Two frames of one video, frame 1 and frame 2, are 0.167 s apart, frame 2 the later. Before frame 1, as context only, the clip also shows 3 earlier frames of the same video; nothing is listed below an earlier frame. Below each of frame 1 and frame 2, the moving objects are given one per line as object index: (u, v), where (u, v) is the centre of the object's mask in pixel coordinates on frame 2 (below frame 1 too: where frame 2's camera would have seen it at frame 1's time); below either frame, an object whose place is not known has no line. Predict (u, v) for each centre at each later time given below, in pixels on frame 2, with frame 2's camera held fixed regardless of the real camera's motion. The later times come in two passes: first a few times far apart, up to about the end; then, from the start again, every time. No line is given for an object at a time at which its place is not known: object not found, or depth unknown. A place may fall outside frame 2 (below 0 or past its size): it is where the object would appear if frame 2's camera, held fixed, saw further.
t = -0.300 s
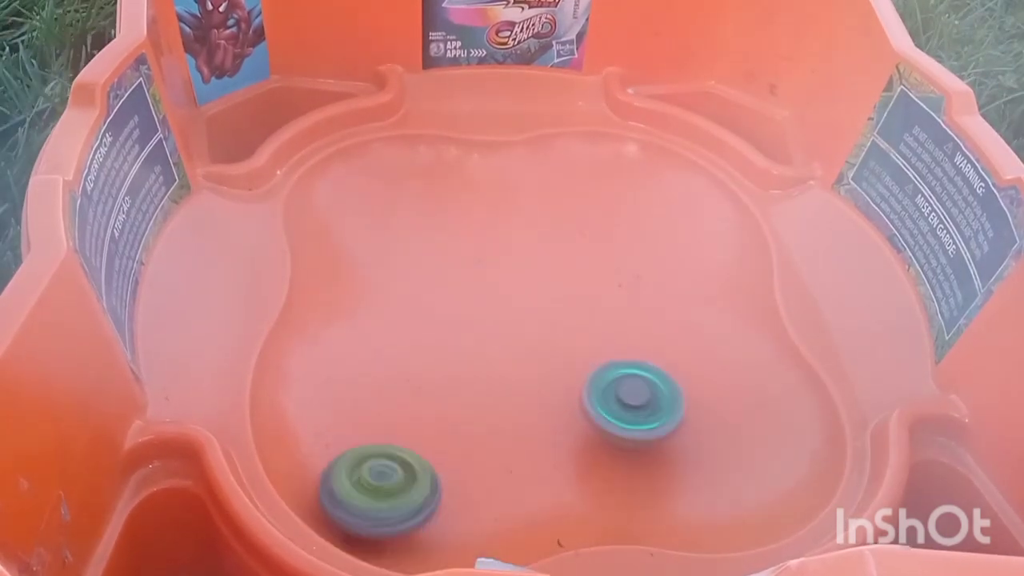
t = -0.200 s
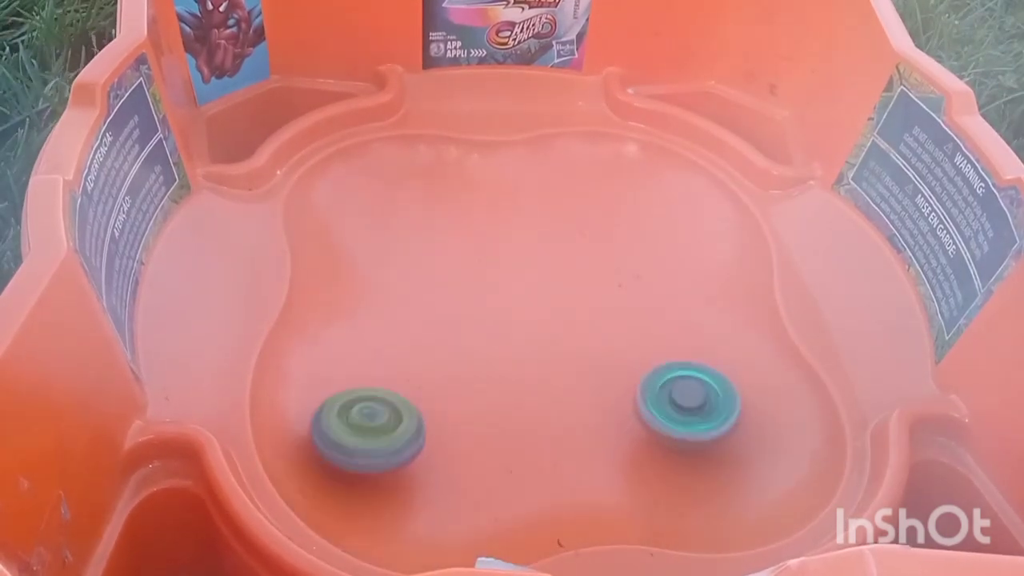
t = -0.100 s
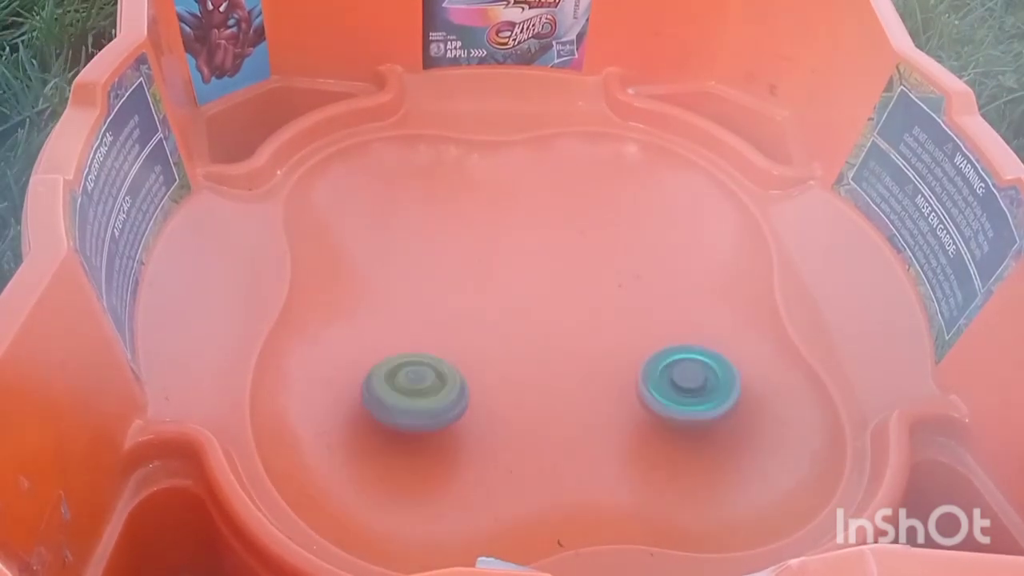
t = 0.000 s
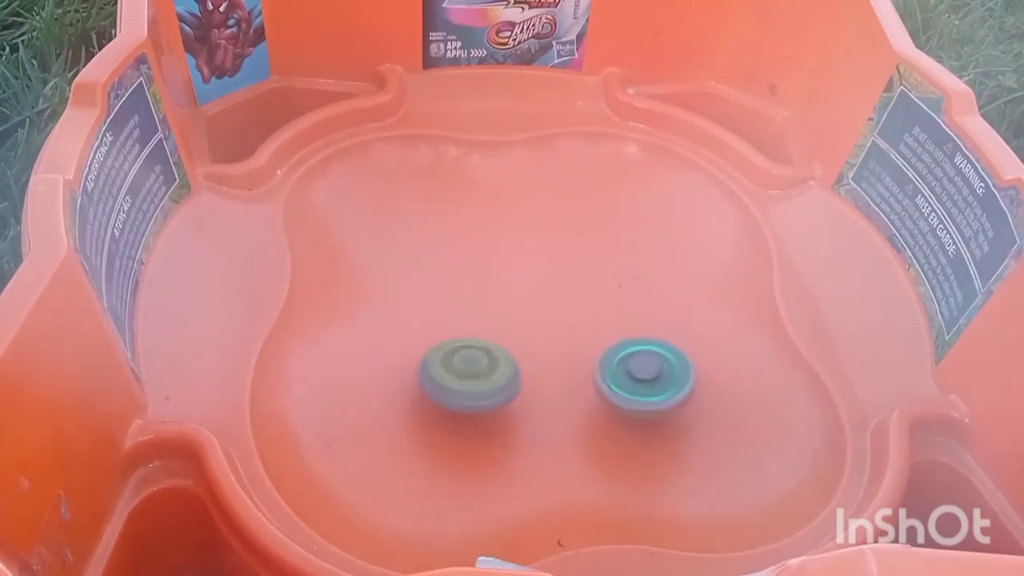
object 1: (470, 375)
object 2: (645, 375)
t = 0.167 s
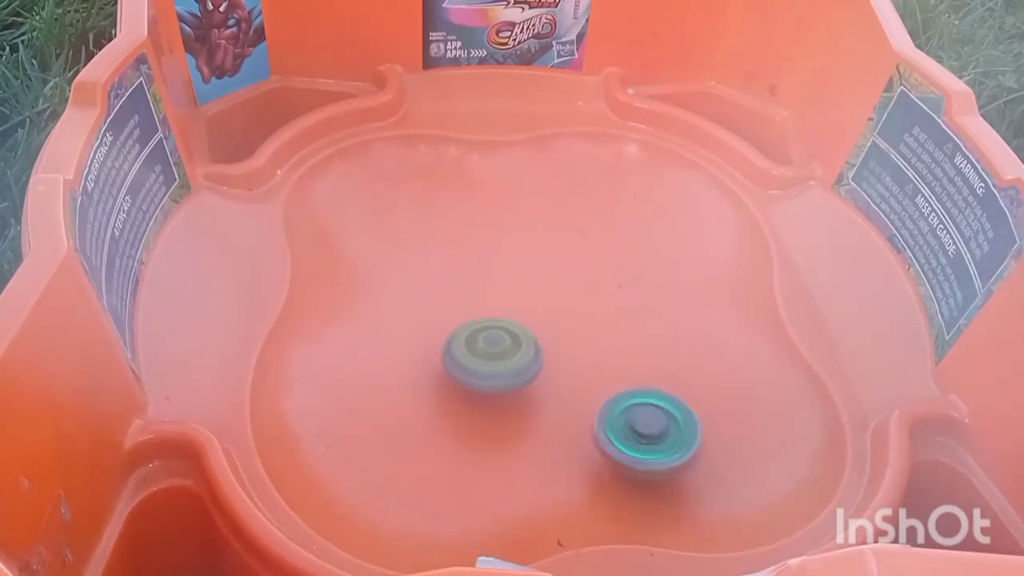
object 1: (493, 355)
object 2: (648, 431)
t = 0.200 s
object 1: (496, 351)
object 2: (665, 446)
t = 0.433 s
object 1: (550, 337)
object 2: (727, 399)
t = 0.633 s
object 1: (522, 327)
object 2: (603, 411)
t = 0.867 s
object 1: (515, 318)
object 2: (592, 474)
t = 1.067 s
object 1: (497, 325)
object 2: (657, 458)
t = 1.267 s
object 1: (489, 340)
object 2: (583, 409)
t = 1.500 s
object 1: (362, 180)
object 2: (782, 462)
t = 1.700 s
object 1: (500, 231)
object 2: (682, 377)
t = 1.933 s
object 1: (509, 290)
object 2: (633, 410)
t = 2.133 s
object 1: (489, 341)
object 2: (625, 439)
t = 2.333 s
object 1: (478, 403)
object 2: (618, 437)
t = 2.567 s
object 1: (440, 483)
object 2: (582, 411)
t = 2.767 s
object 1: (375, 480)
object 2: (538, 385)
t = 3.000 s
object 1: (424, 444)
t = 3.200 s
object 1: (499, 453)
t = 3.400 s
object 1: (535, 459)
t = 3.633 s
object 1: (564, 426)
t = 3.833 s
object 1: (595, 385)
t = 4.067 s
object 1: (632, 365)
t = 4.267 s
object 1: (642, 374)
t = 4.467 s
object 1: (673, 392)
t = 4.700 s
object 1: (584, 402)
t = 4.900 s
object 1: (487, 389)
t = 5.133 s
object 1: (433, 368)
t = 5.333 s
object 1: (443, 354)
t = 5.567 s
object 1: (470, 296)
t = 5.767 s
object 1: (513, 292)
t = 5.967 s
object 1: (553, 330)
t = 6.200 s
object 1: (562, 321)
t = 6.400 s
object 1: (564, 345)
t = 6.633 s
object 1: (537, 352)
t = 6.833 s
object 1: (508, 353)
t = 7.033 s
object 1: (491, 369)
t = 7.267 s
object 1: (471, 400)
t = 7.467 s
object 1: (457, 433)
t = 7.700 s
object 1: (445, 462)
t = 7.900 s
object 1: (448, 467)
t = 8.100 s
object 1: (457, 458)
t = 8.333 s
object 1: (478, 456)
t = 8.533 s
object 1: (415, 504)
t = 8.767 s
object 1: (429, 426)
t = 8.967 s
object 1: (493, 385)
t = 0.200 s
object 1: (496, 351)
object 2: (665, 446)
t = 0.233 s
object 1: (504, 348)
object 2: (687, 458)
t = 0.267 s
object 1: (512, 345)
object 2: (711, 467)
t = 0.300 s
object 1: (520, 342)
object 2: (733, 464)
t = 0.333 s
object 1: (528, 340)
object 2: (750, 455)
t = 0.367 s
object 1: (535, 338)
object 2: (757, 441)
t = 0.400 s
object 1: (542, 337)
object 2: (749, 419)
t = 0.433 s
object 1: (550, 337)
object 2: (727, 399)
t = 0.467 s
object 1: (557, 338)
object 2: (693, 385)
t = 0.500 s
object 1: (564, 341)
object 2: (656, 378)
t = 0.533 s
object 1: (544, 335)
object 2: (645, 383)
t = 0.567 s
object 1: (531, 332)
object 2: (631, 389)
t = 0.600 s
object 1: (524, 330)
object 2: (617, 400)
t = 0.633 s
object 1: (522, 327)
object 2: (603, 411)
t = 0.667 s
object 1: (520, 325)
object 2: (591, 423)
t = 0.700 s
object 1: (519, 322)
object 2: (583, 438)
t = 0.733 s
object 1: (518, 320)
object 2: (576, 450)
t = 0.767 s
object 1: (517, 319)
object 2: (573, 460)
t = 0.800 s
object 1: (516, 318)
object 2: (575, 468)
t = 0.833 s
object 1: (516, 318)
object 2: (582, 472)
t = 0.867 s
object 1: (515, 318)
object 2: (592, 474)
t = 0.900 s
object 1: (514, 319)
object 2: (608, 474)
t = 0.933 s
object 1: (512, 321)
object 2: (624, 473)
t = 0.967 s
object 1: (510, 322)
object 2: (640, 471)
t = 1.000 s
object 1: (506, 323)
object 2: (650, 467)
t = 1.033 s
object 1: (502, 325)
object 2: (656, 464)
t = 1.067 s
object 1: (497, 325)
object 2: (657, 458)
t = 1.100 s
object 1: (493, 326)
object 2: (653, 453)
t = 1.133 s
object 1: (490, 327)
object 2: (644, 445)
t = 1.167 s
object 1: (487, 330)
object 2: (632, 436)
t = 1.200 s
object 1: (487, 333)
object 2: (618, 427)
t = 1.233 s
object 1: (487, 336)
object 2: (601, 418)
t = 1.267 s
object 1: (489, 340)
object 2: (583, 409)
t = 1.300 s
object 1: (489, 344)
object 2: (565, 402)
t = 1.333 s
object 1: (442, 306)
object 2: (613, 440)
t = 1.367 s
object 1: (399, 272)
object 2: (658, 473)
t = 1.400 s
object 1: (370, 243)
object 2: (702, 491)
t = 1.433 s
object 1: (352, 216)
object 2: (744, 493)
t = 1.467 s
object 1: (350, 195)
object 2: (772, 480)
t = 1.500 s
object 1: (362, 180)
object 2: (782, 462)
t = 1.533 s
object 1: (386, 176)
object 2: (777, 440)
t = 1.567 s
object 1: (413, 178)
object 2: (764, 423)
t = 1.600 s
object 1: (439, 185)
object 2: (745, 407)
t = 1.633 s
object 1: (463, 197)
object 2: (725, 394)
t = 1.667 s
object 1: (483, 213)
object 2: (703, 385)
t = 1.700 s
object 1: (500, 231)
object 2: (682, 377)
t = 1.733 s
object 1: (515, 247)
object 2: (663, 371)
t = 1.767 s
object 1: (527, 264)
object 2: (646, 366)
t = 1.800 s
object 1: (537, 280)
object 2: (630, 362)
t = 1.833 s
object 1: (545, 297)
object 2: (615, 357)
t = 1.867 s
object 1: (534, 294)
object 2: (621, 375)
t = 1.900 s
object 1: (519, 289)
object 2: (629, 394)
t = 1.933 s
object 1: (509, 290)
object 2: (633, 410)
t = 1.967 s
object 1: (503, 298)
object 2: (631, 423)
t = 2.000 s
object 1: (501, 308)
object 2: (628, 430)
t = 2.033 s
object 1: (498, 317)
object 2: (626, 433)
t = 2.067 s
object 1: (495, 325)
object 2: (625, 436)
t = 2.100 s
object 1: (491, 333)
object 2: (625, 438)
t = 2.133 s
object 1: (489, 341)
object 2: (625, 439)
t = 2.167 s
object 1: (489, 350)
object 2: (625, 440)
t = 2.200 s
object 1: (489, 360)
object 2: (624, 440)
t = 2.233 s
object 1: (487, 369)
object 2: (624, 440)
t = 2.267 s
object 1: (484, 380)
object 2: (623, 439)
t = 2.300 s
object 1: (481, 391)
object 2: (621, 439)
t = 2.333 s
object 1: (478, 403)
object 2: (618, 437)
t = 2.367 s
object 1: (474, 414)
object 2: (615, 434)
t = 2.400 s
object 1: (470, 426)
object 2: (611, 430)
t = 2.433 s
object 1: (466, 439)
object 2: (606, 427)
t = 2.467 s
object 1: (460, 451)
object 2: (601, 423)
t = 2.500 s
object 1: (455, 462)
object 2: (595, 419)
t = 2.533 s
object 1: (448, 473)
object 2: (589, 416)
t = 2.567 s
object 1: (440, 483)
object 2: (582, 411)
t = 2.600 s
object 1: (431, 490)
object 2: (575, 407)
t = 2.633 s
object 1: (418, 494)
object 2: (568, 403)
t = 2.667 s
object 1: (407, 495)
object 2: (561, 399)
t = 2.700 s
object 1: (394, 493)
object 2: (553, 394)
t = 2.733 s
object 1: (383, 488)
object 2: (546, 390)
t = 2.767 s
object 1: (375, 480)
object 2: (538, 385)
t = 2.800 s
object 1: (371, 471)
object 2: (530, 380)
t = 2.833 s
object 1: (371, 462)
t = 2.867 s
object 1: (377, 455)
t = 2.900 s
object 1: (386, 449)
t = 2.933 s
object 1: (398, 446)
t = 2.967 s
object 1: (411, 444)
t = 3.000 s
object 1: (424, 444)
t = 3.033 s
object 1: (437, 444)
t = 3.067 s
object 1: (451, 445)
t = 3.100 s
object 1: (463, 447)
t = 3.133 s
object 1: (476, 449)
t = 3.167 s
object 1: (488, 451)
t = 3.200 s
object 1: (499, 453)
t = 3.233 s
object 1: (508, 456)
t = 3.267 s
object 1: (516, 458)
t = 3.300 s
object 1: (522, 460)
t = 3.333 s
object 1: (527, 461)
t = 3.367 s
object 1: (531, 460)
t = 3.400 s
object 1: (535, 459)
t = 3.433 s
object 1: (538, 457)
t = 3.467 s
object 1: (542, 454)
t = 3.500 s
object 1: (546, 450)
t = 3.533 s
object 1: (550, 444)
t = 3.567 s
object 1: (554, 438)
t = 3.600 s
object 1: (559, 432)
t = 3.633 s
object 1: (564, 426)
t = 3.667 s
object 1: (569, 420)
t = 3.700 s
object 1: (574, 412)
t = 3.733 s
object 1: (579, 405)
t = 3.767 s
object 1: (584, 398)
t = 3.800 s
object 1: (589, 391)
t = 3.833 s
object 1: (595, 385)
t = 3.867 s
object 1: (601, 381)
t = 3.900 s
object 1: (607, 376)
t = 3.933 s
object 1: (612, 372)
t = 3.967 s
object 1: (618, 369)
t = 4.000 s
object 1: (623, 367)
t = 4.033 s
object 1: (628, 365)
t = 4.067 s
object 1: (632, 365)
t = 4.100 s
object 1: (636, 365)
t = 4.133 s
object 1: (640, 366)
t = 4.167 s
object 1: (642, 368)
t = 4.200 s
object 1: (643, 370)
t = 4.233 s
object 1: (643, 372)
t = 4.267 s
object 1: (642, 374)
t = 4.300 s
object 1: (655, 369)
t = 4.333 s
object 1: (665, 368)
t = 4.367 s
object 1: (672, 372)
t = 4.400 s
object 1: (676, 379)
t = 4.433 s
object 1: (676, 386)
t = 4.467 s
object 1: (673, 392)
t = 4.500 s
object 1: (667, 397)
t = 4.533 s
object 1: (657, 401)
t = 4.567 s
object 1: (645, 403)
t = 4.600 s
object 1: (631, 405)
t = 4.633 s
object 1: (616, 405)
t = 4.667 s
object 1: (600, 404)
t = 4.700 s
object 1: (584, 402)
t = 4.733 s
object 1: (568, 399)
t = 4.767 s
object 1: (552, 396)
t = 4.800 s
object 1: (535, 394)
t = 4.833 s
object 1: (518, 393)
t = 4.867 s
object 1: (502, 392)
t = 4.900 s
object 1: (487, 389)
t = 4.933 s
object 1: (474, 386)
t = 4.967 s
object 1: (462, 382)
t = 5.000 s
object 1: (452, 379)
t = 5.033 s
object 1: (444, 376)
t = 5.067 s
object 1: (438, 374)
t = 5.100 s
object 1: (434, 372)
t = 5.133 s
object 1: (433, 368)
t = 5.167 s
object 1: (434, 360)
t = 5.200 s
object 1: (435, 356)
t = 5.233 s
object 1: (437, 353)
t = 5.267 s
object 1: (439, 352)
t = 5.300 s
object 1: (441, 353)
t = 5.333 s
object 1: (443, 354)
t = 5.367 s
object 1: (445, 356)
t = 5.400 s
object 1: (447, 358)
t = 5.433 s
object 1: (449, 358)
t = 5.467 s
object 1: (452, 360)
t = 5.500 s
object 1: (458, 335)
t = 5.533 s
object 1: (464, 313)
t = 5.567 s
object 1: (470, 296)
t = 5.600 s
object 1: (475, 286)
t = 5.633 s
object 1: (481, 282)
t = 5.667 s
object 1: (488, 282)
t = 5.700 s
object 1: (496, 284)
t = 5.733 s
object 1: (505, 288)
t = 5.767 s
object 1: (513, 292)
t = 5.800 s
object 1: (521, 297)
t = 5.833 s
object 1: (529, 304)
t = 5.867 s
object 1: (536, 309)
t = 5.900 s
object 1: (543, 315)
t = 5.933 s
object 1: (549, 321)
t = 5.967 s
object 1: (553, 330)
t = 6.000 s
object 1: (556, 329)
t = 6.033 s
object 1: (558, 319)
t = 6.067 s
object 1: (559, 315)
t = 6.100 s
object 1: (560, 315)
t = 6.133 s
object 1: (561, 316)
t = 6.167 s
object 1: (562, 318)
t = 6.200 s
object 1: (562, 321)
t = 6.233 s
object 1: (561, 325)
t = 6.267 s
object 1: (561, 328)
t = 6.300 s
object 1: (562, 332)
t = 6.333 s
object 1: (563, 336)
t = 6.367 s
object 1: (564, 341)
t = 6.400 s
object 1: (564, 345)
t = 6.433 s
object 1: (563, 350)
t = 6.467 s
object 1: (561, 354)
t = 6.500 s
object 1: (559, 356)
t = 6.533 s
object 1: (555, 358)
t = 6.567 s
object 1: (550, 358)
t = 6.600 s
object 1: (546, 359)
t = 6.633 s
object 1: (537, 352)
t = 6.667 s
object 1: (528, 349)
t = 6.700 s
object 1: (522, 348)
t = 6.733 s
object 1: (517, 348)
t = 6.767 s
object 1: (514, 350)
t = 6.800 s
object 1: (511, 351)
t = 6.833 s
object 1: (508, 353)
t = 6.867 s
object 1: (506, 355)
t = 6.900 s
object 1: (503, 358)
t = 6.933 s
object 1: (500, 360)
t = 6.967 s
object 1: (497, 363)
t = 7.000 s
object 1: (494, 366)
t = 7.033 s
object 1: (491, 369)
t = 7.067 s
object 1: (488, 372)
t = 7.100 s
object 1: (485, 377)
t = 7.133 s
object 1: (482, 380)
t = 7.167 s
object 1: (479, 385)
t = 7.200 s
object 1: (476, 389)
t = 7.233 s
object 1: (474, 395)
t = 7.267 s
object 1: (471, 400)
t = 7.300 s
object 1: (468, 405)
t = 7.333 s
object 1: (466, 410)
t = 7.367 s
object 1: (463, 416)
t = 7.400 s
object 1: (461, 421)
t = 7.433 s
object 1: (459, 427)
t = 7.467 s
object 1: (457, 433)
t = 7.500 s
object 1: (455, 438)
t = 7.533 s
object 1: (453, 443)
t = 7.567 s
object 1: (451, 448)
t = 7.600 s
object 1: (449, 452)
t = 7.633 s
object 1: (448, 456)
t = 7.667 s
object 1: (446, 459)
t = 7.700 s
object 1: (445, 462)
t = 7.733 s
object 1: (445, 464)
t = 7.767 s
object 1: (445, 466)
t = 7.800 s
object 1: (445, 467)
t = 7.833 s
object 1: (446, 468)
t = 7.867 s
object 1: (447, 468)
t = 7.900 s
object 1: (448, 467)
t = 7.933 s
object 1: (450, 466)
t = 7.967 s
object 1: (451, 464)
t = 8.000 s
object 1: (452, 463)
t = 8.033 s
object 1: (453, 461)
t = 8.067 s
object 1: (455, 460)
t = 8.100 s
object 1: (457, 458)
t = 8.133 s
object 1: (459, 456)
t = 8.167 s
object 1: (462, 454)
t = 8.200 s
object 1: (466, 452)
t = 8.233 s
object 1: (469, 450)
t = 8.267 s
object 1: (472, 447)
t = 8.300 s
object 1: (475, 445)
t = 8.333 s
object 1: (478, 456)
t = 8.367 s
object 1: (477, 489)
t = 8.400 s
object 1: (473, 508)
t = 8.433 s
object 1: (463, 515)
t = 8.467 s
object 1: (448, 516)
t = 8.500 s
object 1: (431, 514)
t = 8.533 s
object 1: (415, 504)
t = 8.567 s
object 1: (403, 493)
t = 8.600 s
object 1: (397, 481)
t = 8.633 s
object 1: (397, 468)
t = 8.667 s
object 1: (401, 456)
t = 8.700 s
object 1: (408, 445)
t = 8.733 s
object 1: (418, 435)
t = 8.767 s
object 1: (429, 426)
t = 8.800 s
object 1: (440, 418)
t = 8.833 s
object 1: (452, 410)
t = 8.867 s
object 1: (463, 403)
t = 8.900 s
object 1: (473, 396)
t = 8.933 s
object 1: (483, 390)
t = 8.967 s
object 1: (493, 385)
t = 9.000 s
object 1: (502, 387)
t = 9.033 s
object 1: (511, 394)
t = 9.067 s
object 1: (519, 418)
